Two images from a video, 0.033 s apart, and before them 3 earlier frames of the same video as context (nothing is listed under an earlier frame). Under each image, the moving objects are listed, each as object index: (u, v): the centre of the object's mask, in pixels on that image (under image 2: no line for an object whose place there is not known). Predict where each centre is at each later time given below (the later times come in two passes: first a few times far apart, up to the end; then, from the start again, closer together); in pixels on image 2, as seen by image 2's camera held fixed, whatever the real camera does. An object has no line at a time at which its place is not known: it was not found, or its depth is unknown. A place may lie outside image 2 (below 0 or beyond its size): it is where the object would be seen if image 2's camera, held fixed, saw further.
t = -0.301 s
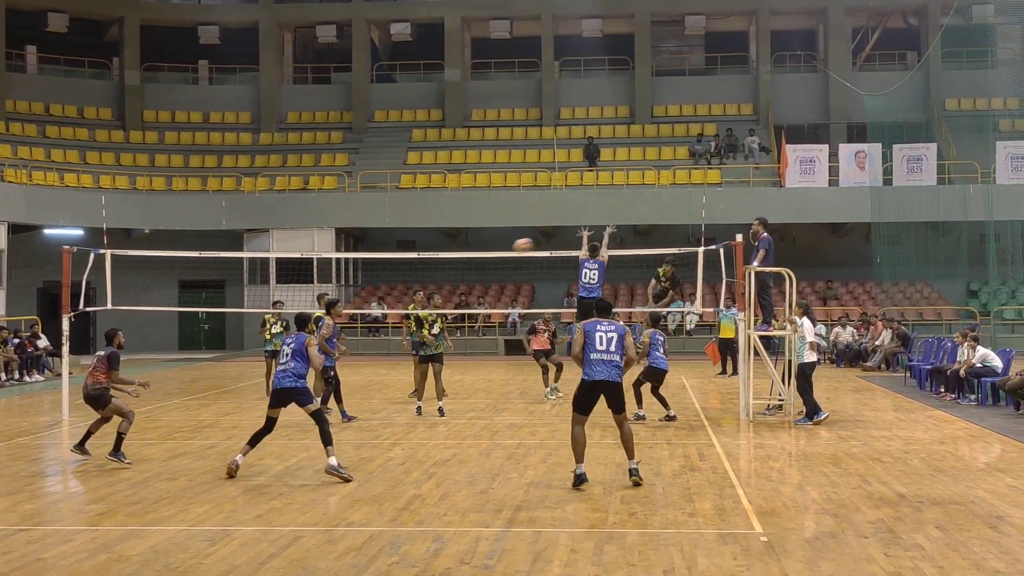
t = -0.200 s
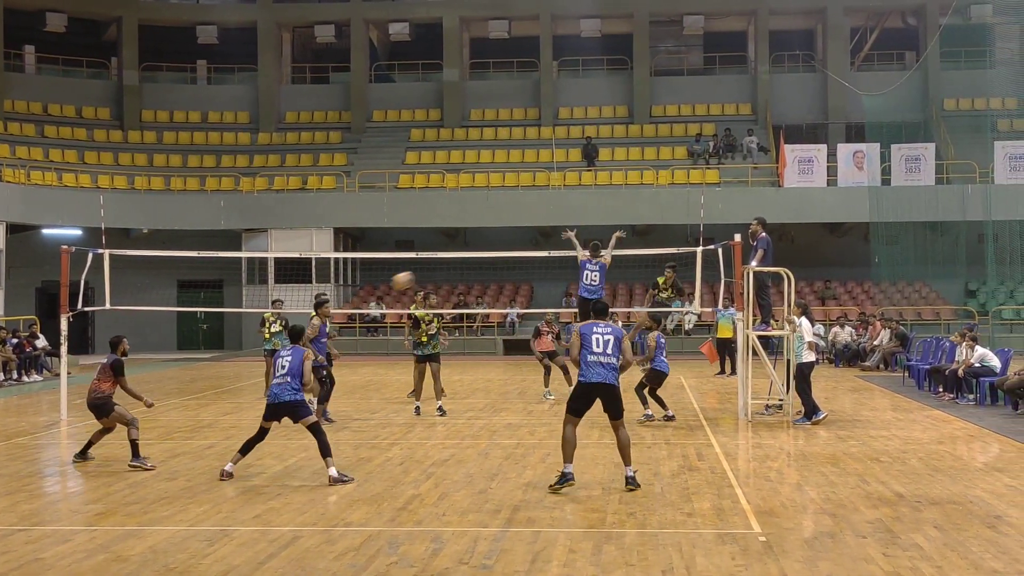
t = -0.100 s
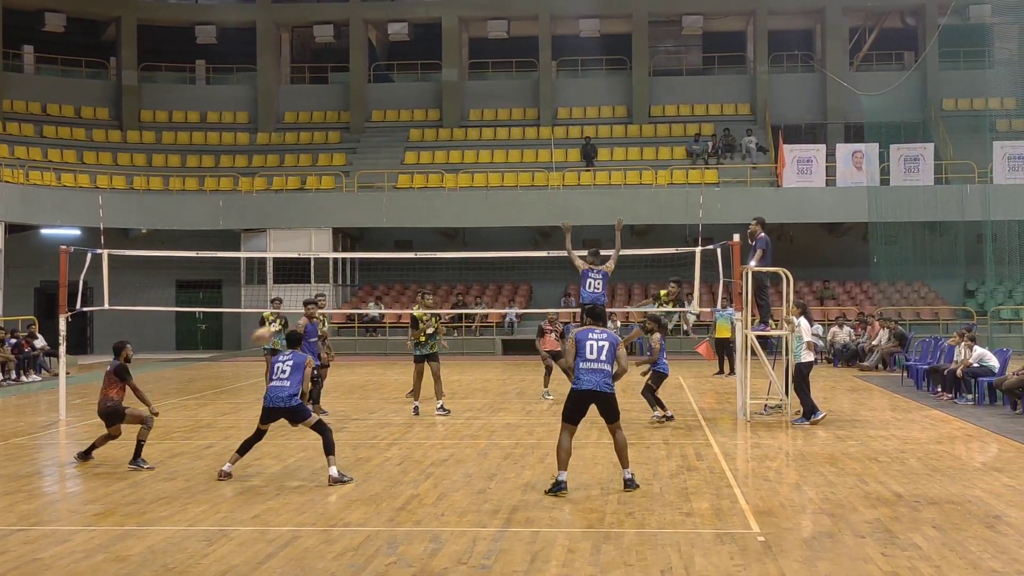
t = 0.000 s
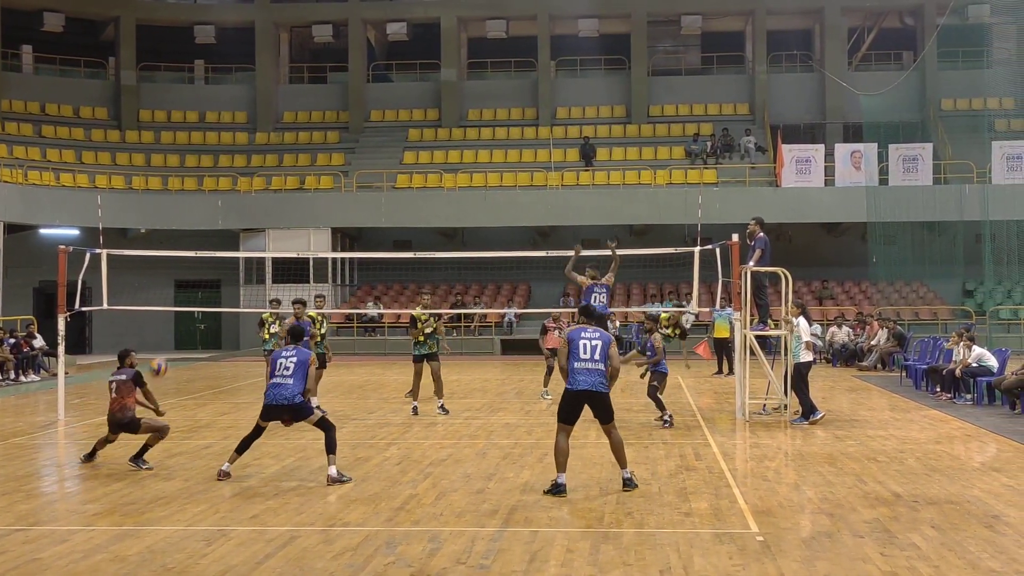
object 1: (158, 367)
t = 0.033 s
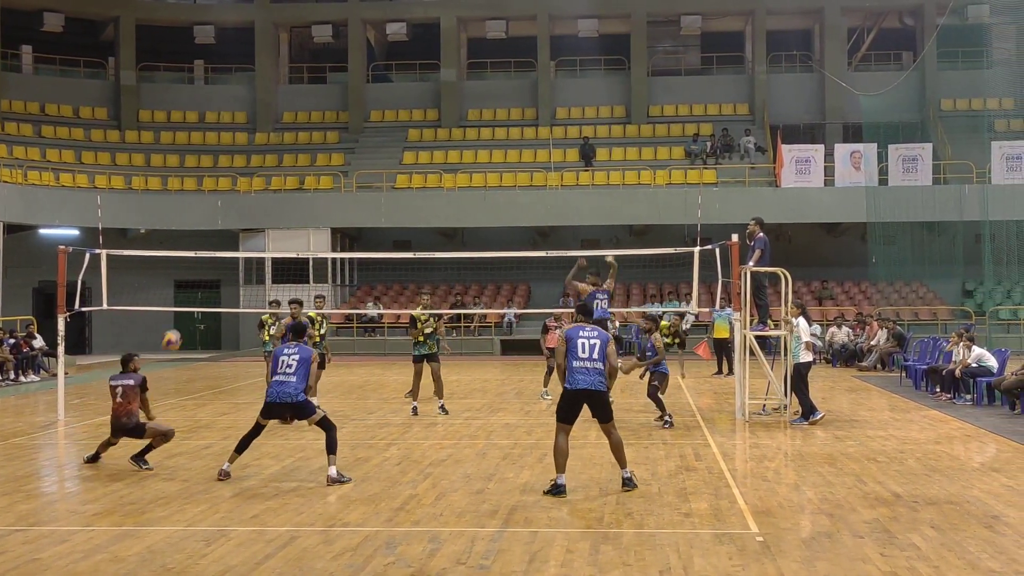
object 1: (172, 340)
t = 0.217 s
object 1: (237, 212)
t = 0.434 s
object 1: (310, 99)
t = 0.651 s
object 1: (381, 25)
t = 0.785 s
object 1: (424, 5)
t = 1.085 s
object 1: (521, 5)
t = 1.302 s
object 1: (592, 53)
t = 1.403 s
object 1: (626, 92)
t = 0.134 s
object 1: (208, 269)
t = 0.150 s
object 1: (214, 256)
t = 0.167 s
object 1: (220, 243)
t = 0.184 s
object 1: (225, 234)
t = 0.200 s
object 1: (231, 224)
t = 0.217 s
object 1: (237, 212)
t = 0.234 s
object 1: (242, 203)
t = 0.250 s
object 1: (249, 193)
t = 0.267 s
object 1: (255, 182)
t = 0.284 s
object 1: (260, 172)
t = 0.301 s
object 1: (266, 164)
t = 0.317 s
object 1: (272, 155)
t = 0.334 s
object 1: (276, 146)
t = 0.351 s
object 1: (283, 138)
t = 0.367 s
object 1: (289, 129)
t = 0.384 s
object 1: (294, 122)
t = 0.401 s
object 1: (300, 113)
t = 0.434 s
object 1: (310, 99)
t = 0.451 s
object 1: (316, 92)
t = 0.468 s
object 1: (321, 85)
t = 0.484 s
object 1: (327, 78)
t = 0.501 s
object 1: (333, 72)
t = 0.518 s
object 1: (338, 66)
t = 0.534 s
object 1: (343, 60)
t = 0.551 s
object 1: (348, 54)
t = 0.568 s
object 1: (353, 49)
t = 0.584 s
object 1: (359, 44)
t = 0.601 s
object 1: (365, 39)
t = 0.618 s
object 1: (371, 34)
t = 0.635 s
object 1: (376, 30)
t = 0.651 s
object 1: (381, 25)
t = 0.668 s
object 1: (386, 21)
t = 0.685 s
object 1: (391, 17)
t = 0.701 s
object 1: (397, 13)
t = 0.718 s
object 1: (402, 10)
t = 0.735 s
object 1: (408, 9)
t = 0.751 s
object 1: (413, 7)
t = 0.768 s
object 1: (419, 6)
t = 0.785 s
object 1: (424, 5)
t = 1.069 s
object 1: (516, 4)
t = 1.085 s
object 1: (521, 5)
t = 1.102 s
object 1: (527, 6)
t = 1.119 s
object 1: (531, 7)
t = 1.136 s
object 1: (537, 9)
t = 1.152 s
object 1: (542, 12)
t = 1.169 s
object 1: (547, 16)
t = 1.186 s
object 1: (553, 20)
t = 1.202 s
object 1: (559, 24)
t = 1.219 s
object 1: (564, 28)
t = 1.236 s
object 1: (569, 32)
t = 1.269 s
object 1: (580, 42)
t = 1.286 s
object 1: (586, 48)
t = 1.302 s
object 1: (592, 53)
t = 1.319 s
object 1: (598, 59)
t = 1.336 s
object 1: (603, 65)
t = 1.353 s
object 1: (609, 71)
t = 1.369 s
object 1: (615, 77)
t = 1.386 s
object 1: (620, 85)
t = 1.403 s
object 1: (626, 92)
